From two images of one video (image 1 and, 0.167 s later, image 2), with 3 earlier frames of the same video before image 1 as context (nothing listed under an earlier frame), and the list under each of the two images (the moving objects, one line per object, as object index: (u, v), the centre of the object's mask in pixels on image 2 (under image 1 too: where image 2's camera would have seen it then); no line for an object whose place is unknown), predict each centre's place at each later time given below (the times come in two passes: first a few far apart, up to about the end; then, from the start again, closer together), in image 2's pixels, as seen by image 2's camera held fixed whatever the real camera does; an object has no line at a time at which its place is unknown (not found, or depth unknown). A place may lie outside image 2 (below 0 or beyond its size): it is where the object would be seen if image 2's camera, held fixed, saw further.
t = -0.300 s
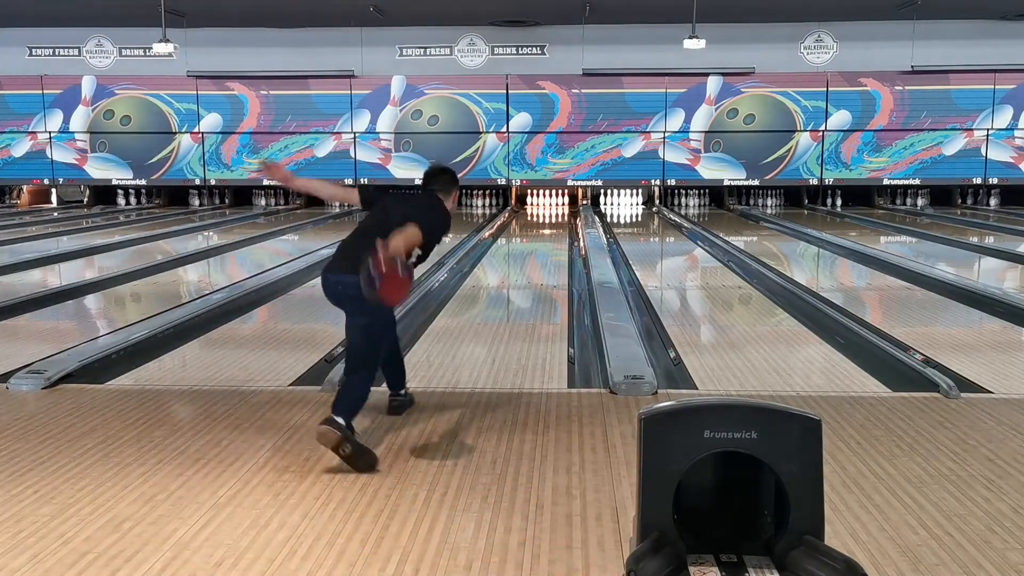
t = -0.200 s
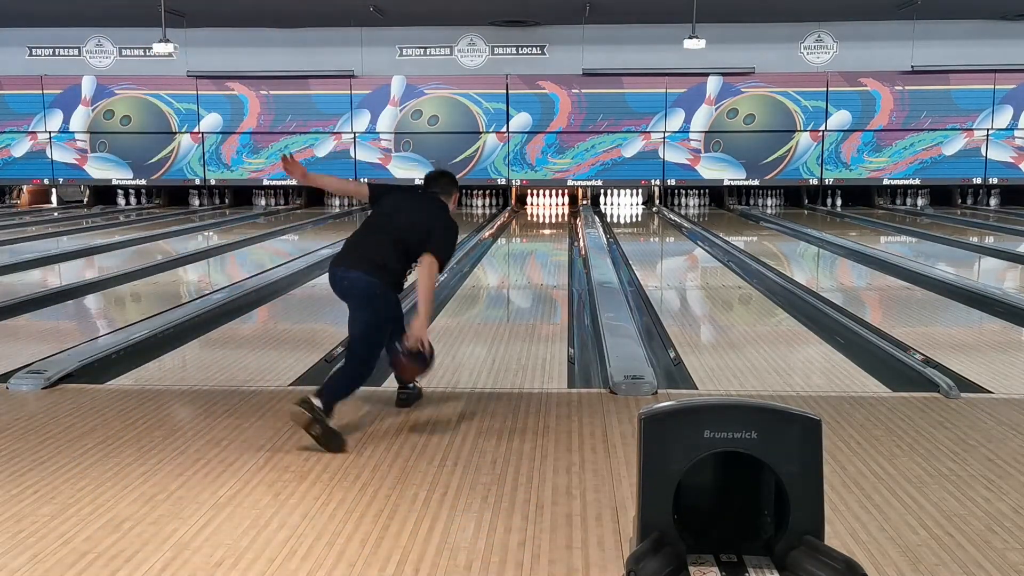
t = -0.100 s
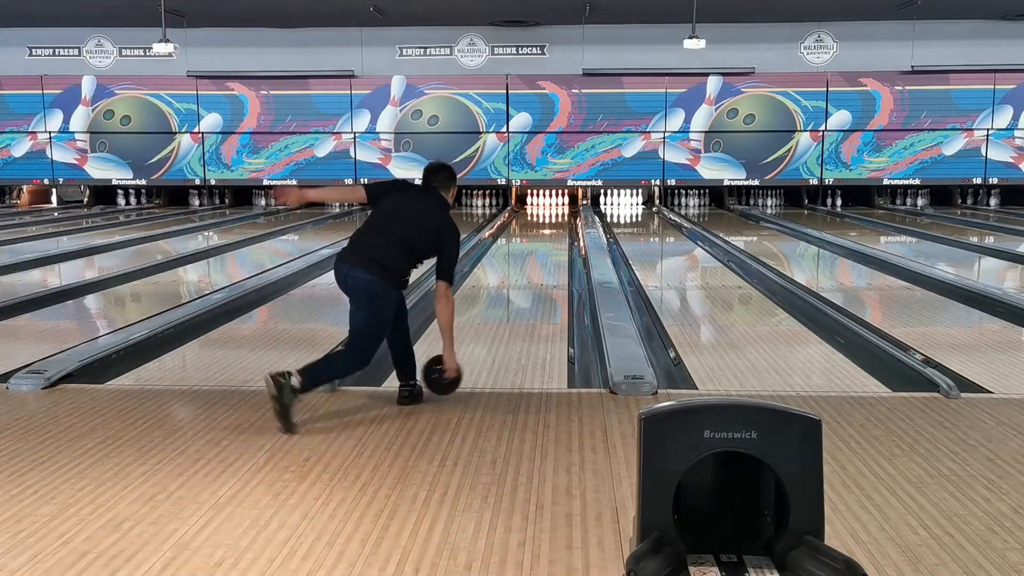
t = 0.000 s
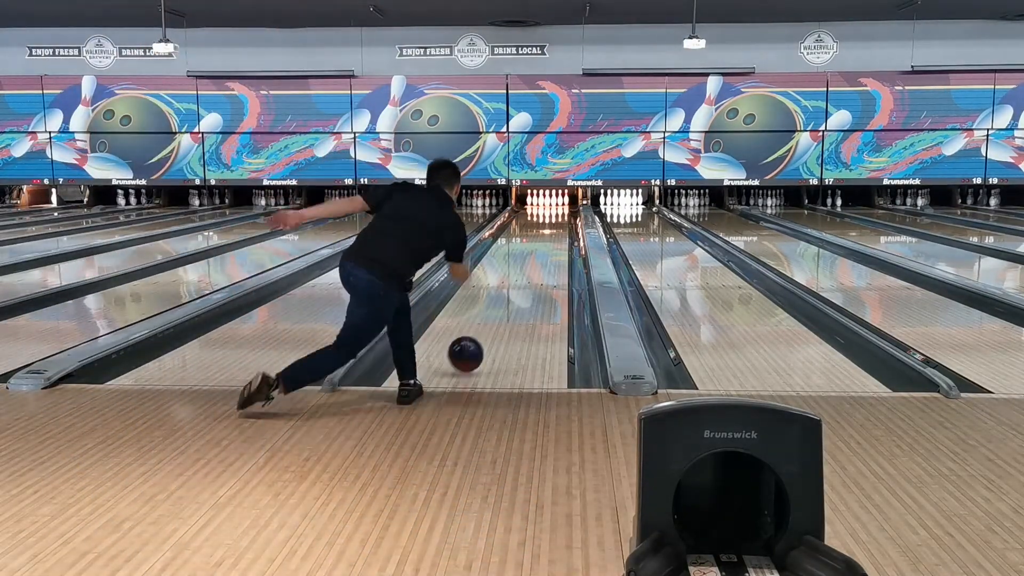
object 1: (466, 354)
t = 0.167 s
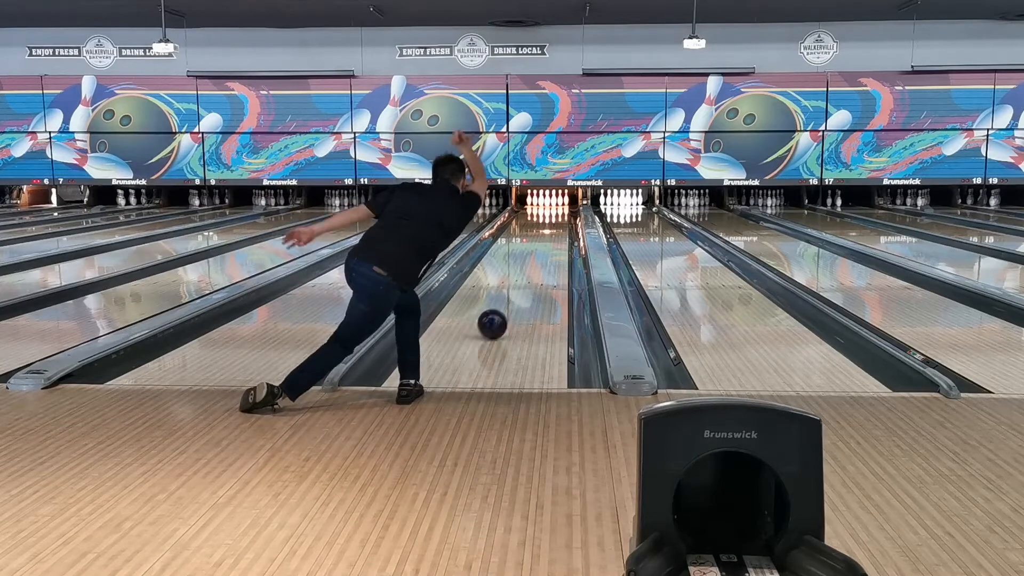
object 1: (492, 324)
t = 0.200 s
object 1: (497, 318)
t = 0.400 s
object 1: (517, 292)
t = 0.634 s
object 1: (533, 270)
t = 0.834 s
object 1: (544, 255)
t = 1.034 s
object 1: (551, 244)
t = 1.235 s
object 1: (557, 235)
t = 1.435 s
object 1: (561, 228)
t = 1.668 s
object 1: (563, 221)
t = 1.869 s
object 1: (563, 217)
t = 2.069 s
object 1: (562, 213)
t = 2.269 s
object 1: (560, 209)
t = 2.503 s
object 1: (555, 206)
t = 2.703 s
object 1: (551, 204)
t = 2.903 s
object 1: (549, 202)
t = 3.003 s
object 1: (550, 201)
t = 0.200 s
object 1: (497, 318)
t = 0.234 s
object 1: (501, 313)
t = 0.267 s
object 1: (504, 308)
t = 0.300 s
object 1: (508, 304)
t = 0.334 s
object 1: (511, 299)
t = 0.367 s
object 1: (514, 296)
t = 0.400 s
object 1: (517, 292)
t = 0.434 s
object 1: (520, 288)
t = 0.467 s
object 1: (523, 284)
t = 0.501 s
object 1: (525, 281)
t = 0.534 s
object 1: (527, 278)
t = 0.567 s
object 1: (530, 275)
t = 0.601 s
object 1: (532, 272)
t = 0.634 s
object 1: (533, 270)
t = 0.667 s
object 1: (536, 267)
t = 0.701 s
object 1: (537, 264)
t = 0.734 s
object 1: (539, 262)
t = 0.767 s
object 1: (541, 260)
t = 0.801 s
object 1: (542, 258)
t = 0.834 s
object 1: (544, 255)
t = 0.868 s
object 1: (545, 253)
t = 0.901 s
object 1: (546, 252)
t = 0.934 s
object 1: (548, 250)
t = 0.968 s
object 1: (549, 248)
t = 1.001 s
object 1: (550, 246)
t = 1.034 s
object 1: (551, 244)
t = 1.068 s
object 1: (552, 243)
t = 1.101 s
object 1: (553, 241)
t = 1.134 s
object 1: (555, 239)
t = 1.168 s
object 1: (555, 238)
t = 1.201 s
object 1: (556, 237)
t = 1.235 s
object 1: (557, 235)
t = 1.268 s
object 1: (557, 234)
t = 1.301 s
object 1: (558, 233)
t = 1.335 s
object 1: (559, 232)
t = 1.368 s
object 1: (560, 231)
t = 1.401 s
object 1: (560, 229)
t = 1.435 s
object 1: (561, 228)
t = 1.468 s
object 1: (561, 227)
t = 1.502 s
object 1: (561, 227)
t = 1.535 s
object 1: (562, 225)
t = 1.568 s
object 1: (562, 224)
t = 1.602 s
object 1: (562, 224)
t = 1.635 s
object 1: (562, 223)
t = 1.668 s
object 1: (563, 221)
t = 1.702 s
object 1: (563, 221)
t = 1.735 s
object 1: (563, 220)
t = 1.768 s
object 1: (563, 219)
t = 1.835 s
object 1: (563, 218)
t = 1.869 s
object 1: (563, 217)
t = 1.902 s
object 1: (563, 217)
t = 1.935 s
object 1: (563, 216)
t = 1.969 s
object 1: (563, 216)
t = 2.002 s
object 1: (562, 215)
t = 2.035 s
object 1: (562, 214)
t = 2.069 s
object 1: (562, 213)
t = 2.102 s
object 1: (562, 213)
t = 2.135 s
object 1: (562, 212)
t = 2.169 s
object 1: (561, 212)
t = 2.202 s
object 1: (561, 211)
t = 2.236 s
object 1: (560, 210)
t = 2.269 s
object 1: (560, 209)
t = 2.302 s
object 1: (559, 209)
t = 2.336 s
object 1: (559, 209)
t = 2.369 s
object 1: (558, 208)
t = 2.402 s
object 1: (557, 207)
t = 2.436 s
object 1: (556, 207)
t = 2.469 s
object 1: (556, 206)
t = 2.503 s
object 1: (555, 206)
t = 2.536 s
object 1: (554, 206)
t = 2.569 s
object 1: (554, 206)
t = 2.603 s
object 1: (553, 205)
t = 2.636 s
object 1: (552, 204)
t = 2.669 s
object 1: (552, 204)
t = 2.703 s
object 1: (551, 204)
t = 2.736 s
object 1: (550, 203)
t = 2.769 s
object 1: (550, 203)
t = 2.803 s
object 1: (550, 203)
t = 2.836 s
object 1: (550, 202)
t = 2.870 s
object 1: (550, 202)
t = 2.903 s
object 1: (549, 202)
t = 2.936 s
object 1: (549, 202)
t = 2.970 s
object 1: (549, 201)
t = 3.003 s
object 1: (550, 201)
